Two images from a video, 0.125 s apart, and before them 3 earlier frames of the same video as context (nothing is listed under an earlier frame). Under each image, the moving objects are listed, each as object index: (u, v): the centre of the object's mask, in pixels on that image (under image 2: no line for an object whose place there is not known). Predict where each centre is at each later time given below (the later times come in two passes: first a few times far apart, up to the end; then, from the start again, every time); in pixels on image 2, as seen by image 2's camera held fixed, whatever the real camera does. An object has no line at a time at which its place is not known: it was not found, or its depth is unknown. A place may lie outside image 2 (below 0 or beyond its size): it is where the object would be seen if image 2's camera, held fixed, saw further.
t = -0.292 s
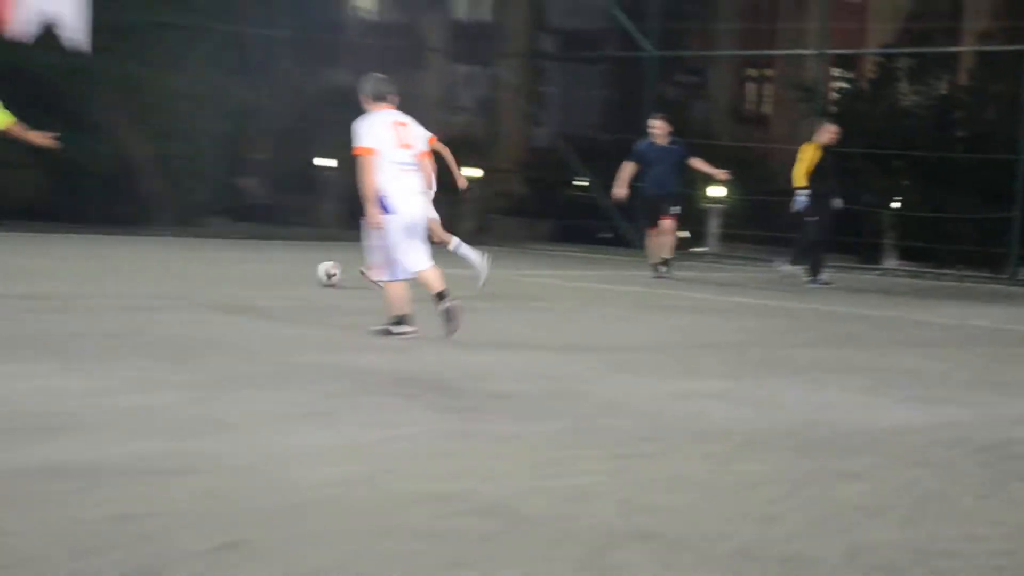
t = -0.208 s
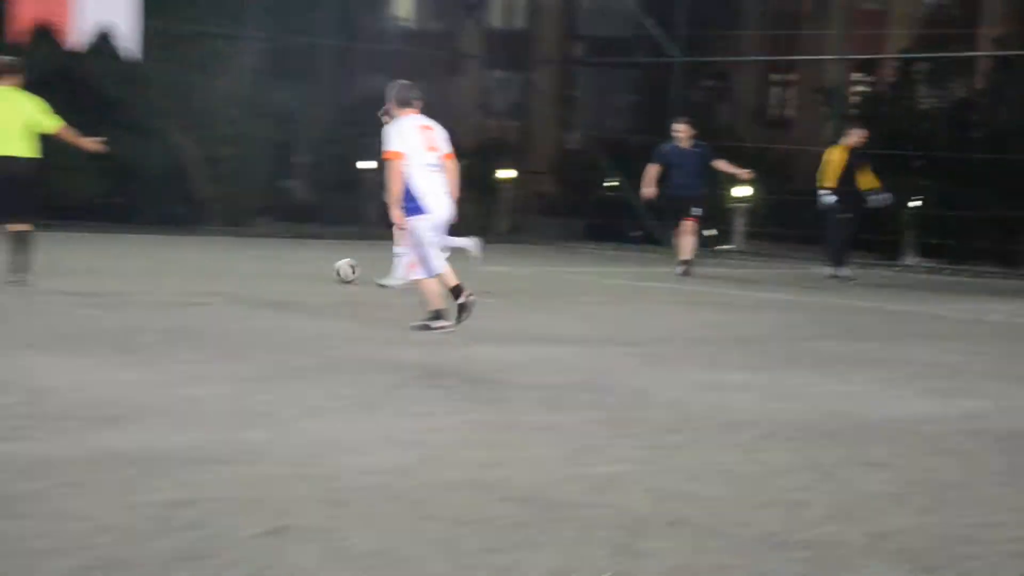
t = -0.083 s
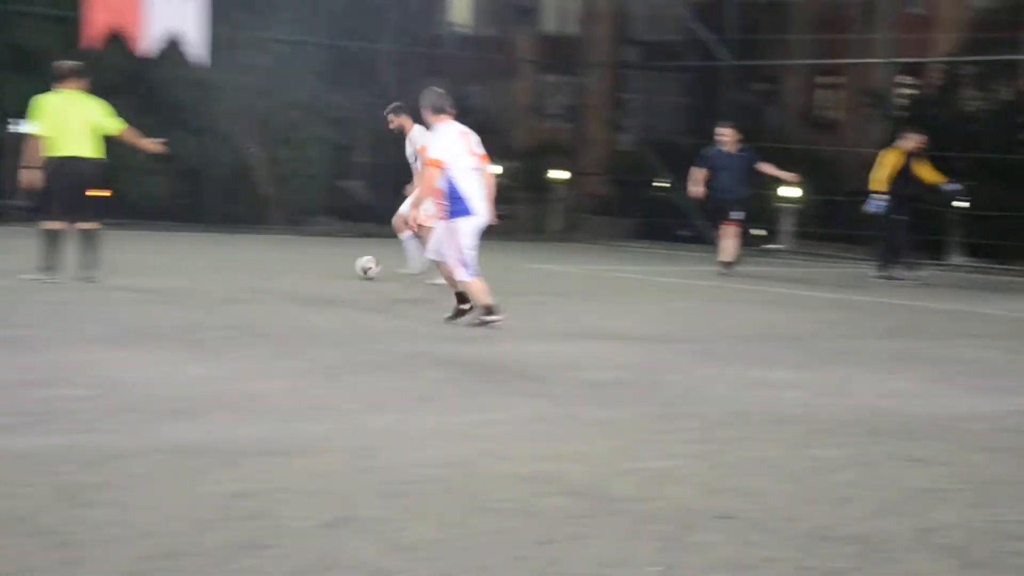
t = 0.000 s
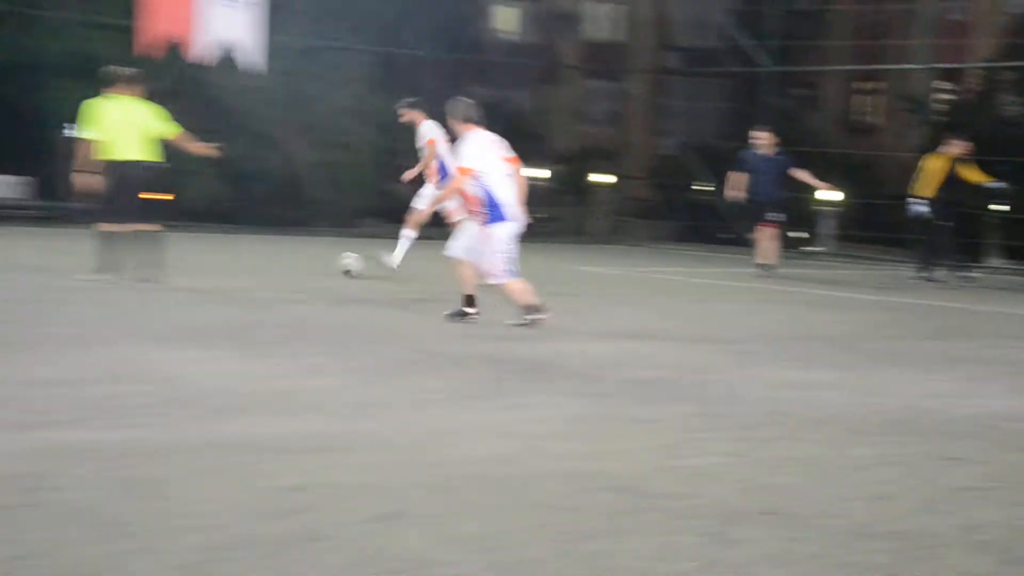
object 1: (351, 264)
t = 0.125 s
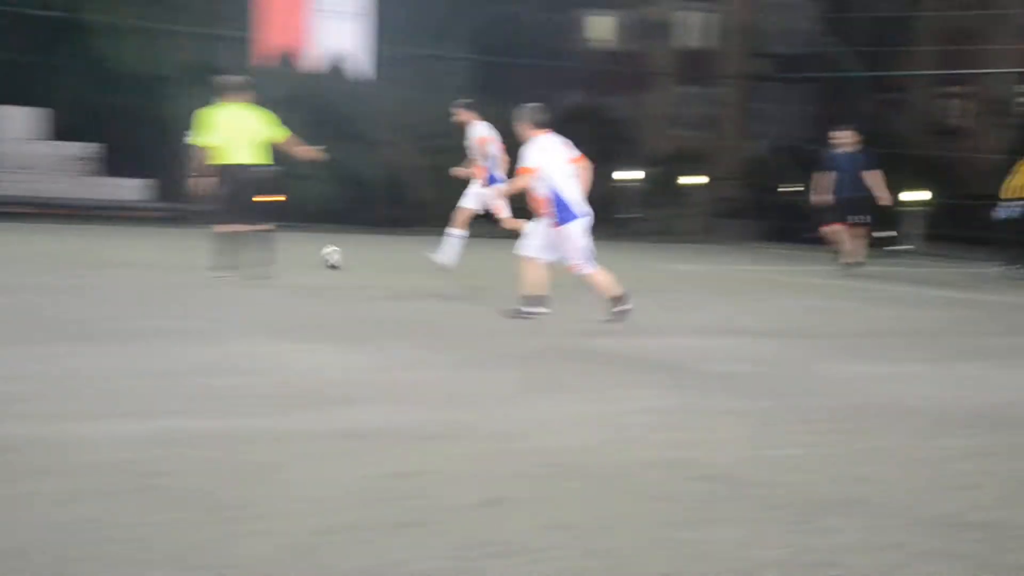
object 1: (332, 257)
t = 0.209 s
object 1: (265, 248)
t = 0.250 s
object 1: (232, 247)
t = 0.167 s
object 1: (298, 251)
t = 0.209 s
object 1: (265, 248)
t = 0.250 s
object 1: (232, 247)
